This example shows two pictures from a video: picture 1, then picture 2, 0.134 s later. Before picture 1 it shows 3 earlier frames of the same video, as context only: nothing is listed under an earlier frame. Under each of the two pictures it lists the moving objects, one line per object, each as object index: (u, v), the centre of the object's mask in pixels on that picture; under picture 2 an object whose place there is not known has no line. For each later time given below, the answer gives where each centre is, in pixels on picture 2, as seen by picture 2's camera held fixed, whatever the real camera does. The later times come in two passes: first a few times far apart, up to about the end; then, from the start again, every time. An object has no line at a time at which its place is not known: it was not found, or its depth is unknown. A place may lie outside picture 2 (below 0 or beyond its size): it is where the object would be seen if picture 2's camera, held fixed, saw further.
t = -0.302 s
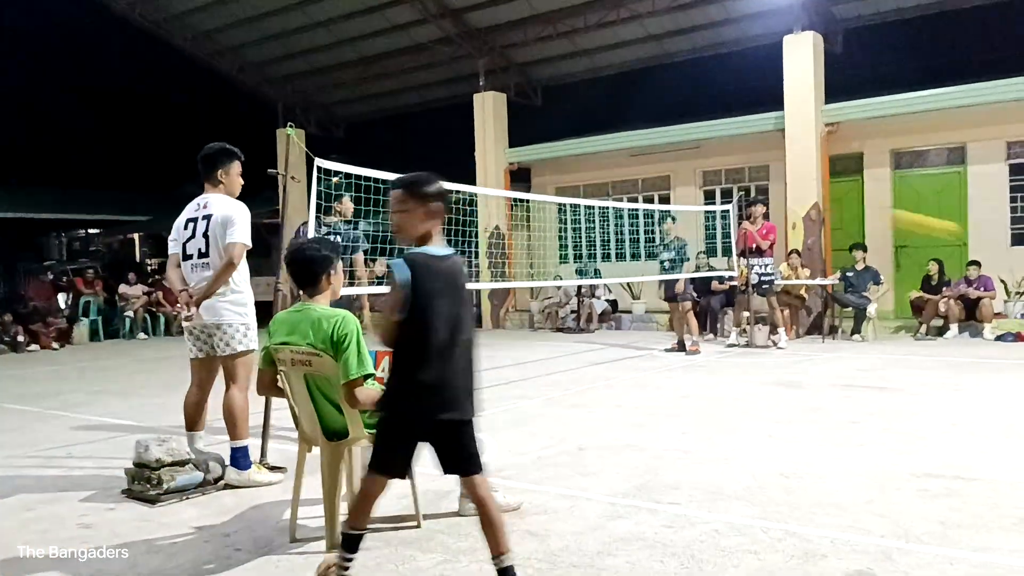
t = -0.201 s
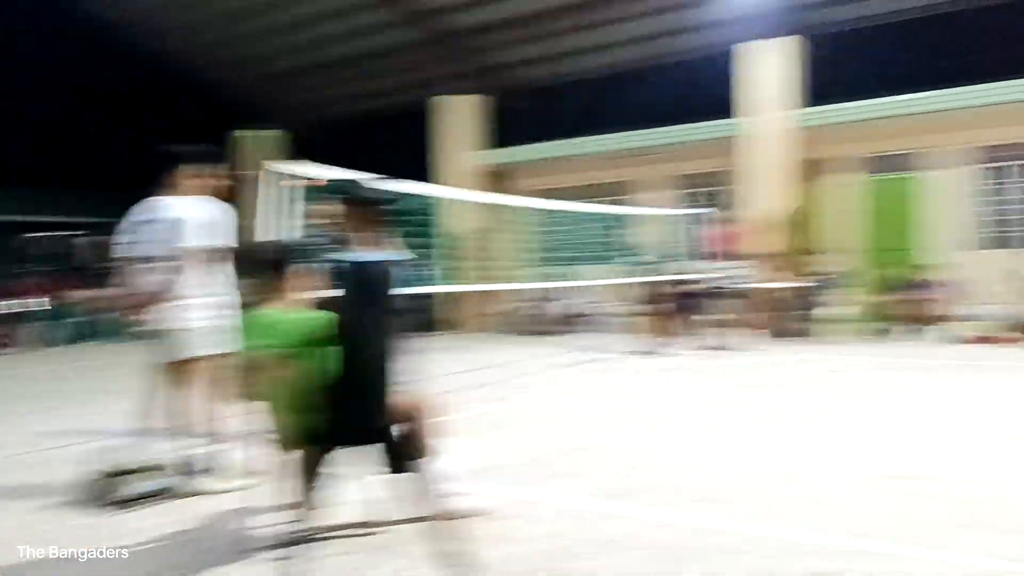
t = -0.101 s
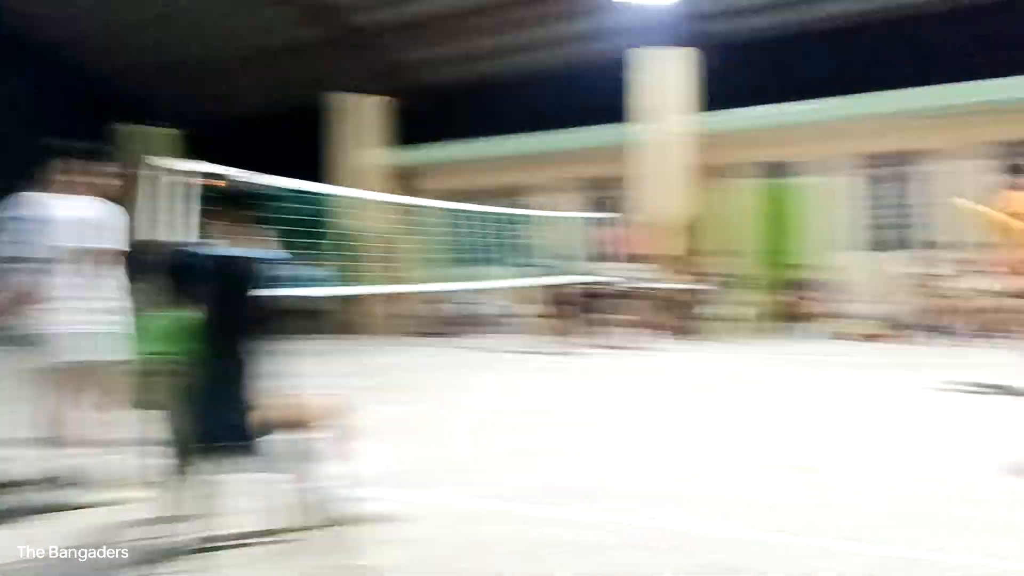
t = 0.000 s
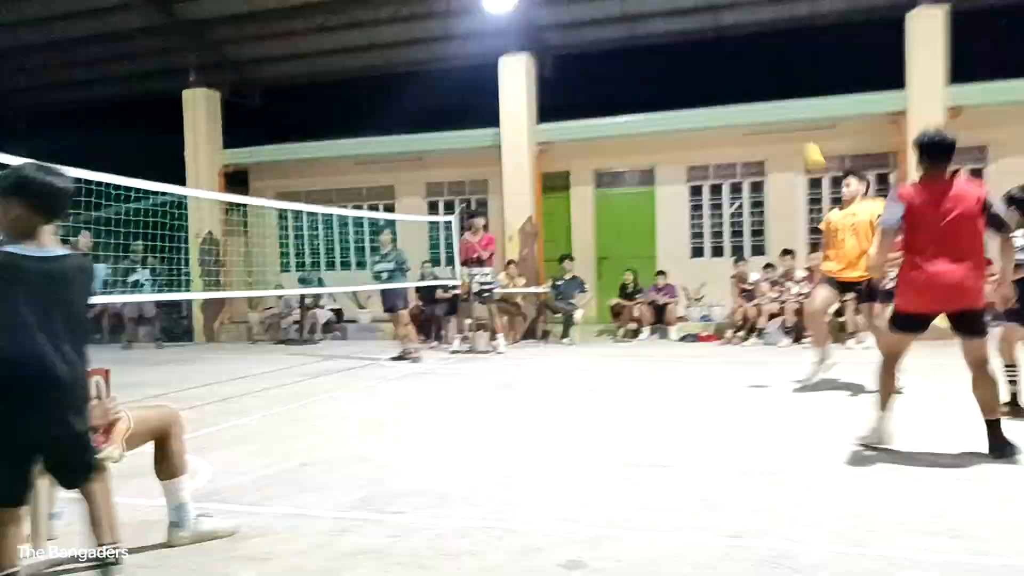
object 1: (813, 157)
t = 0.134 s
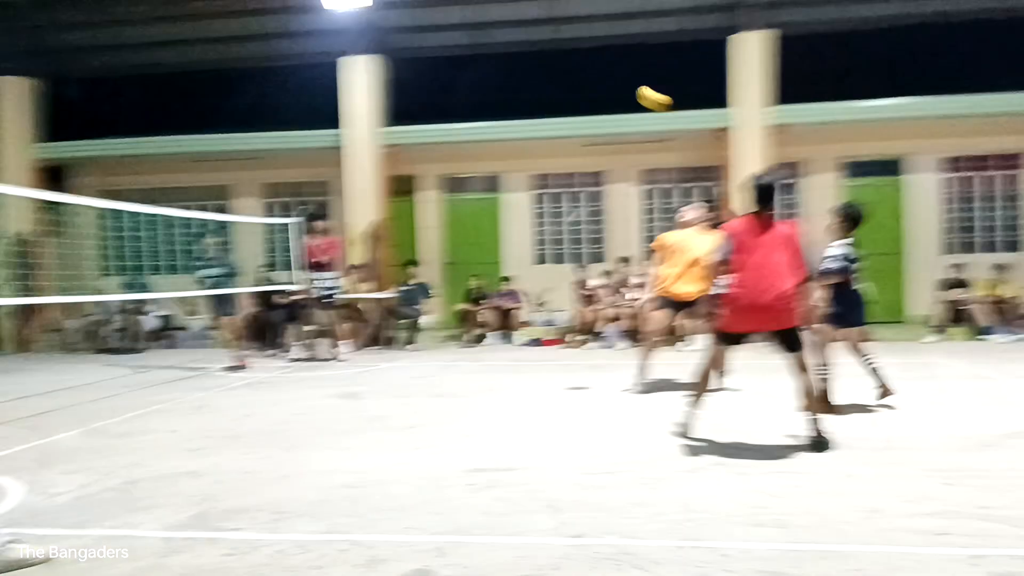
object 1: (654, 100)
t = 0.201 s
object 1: (656, 72)
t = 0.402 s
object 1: (650, 23)
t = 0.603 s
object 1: (654, 27)
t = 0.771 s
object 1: (659, 72)
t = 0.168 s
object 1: (648, 85)
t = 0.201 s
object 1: (656, 72)
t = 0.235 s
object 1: (655, 61)
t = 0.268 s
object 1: (650, 50)
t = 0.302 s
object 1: (649, 41)
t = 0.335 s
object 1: (650, 34)
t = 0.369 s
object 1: (650, 28)
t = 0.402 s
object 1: (650, 23)
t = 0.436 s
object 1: (651, 20)
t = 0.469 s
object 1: (651, 19)
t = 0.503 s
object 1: (652, 18)
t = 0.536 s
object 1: (653, 19)
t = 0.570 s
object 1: (653, 22)
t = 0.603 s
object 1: (654, 27)
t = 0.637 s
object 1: (655, 32)
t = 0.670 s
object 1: (656, 39)
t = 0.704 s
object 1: (657, 49)
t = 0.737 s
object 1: (658, 60)
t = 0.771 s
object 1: (659, 72)
